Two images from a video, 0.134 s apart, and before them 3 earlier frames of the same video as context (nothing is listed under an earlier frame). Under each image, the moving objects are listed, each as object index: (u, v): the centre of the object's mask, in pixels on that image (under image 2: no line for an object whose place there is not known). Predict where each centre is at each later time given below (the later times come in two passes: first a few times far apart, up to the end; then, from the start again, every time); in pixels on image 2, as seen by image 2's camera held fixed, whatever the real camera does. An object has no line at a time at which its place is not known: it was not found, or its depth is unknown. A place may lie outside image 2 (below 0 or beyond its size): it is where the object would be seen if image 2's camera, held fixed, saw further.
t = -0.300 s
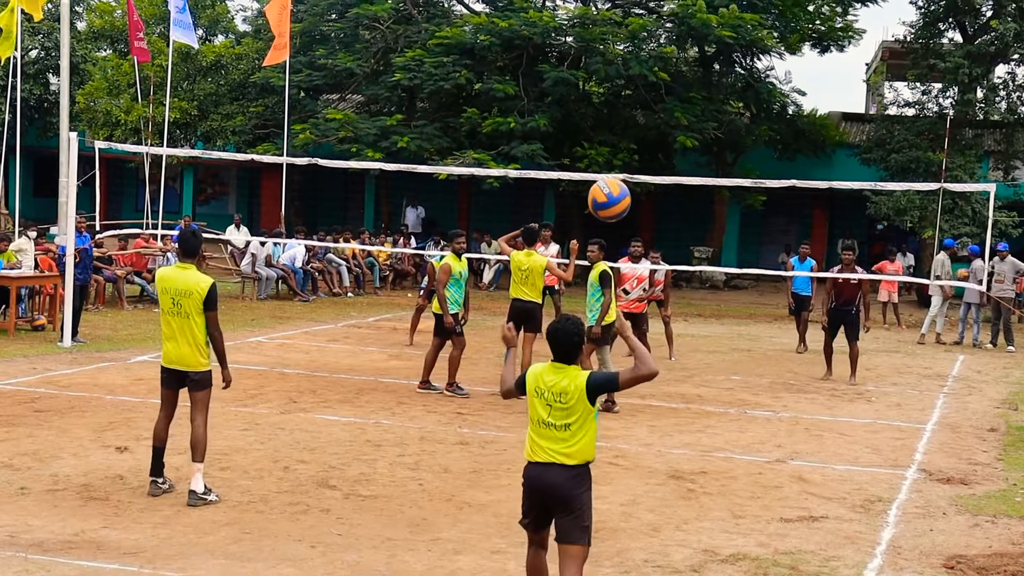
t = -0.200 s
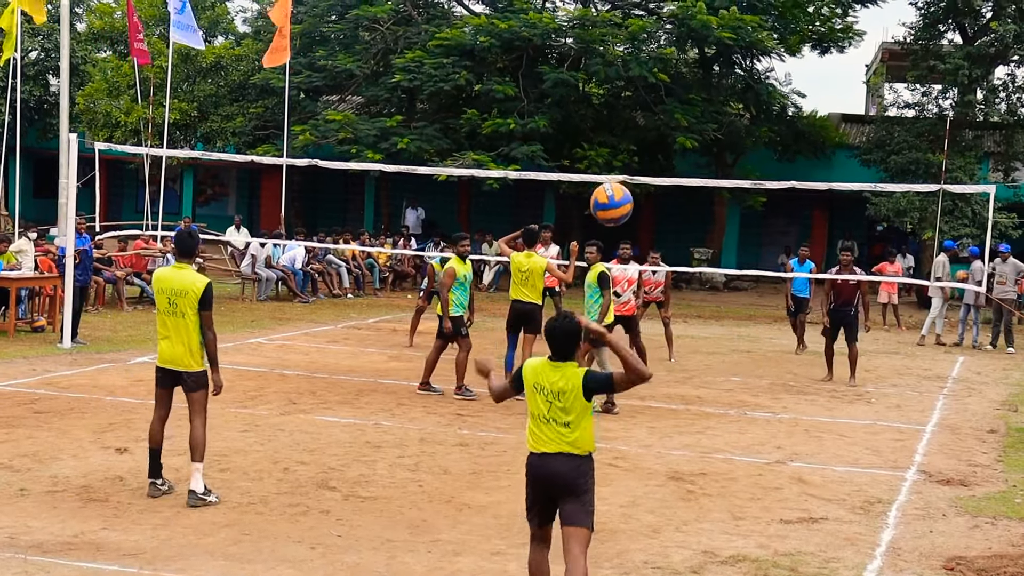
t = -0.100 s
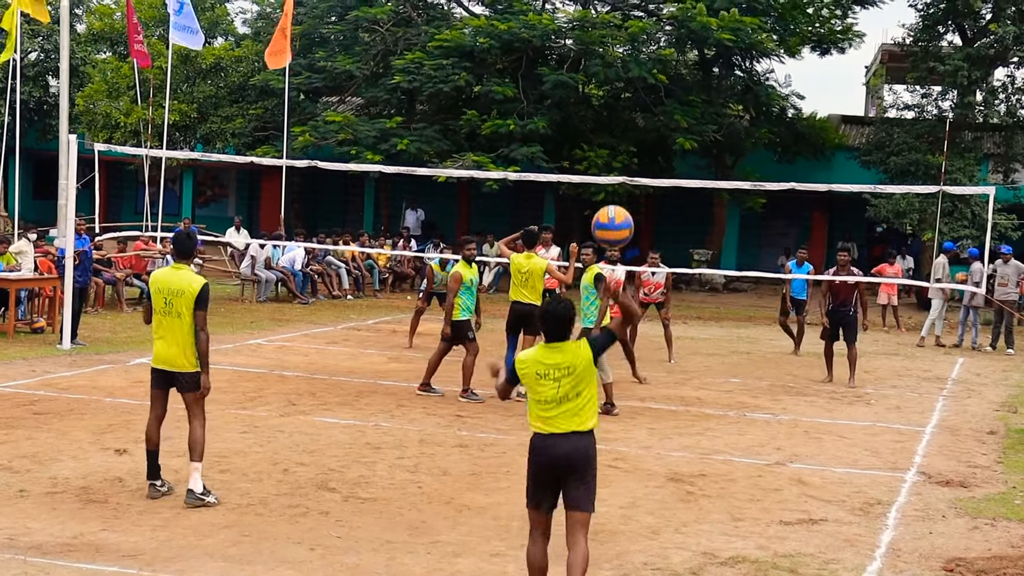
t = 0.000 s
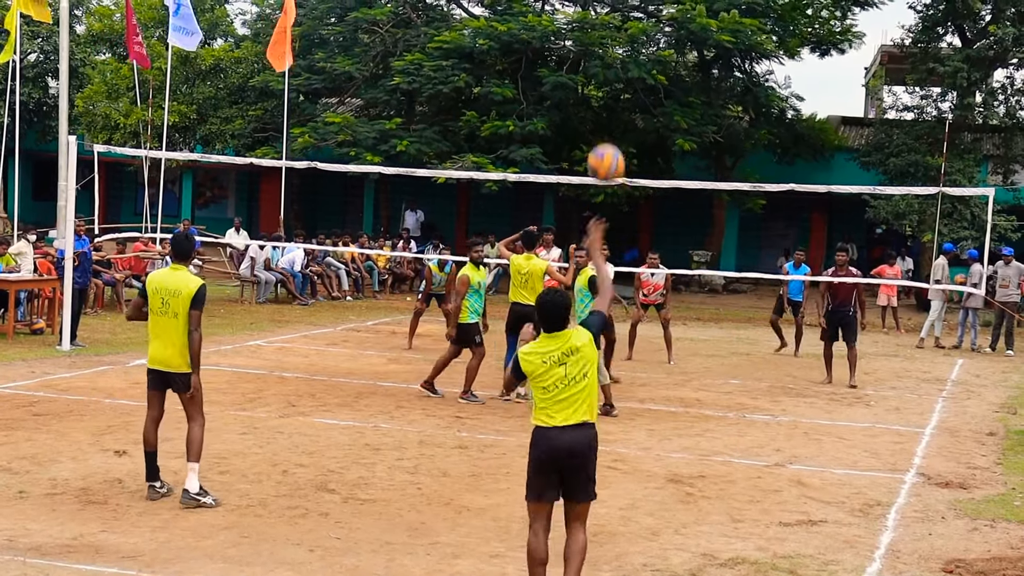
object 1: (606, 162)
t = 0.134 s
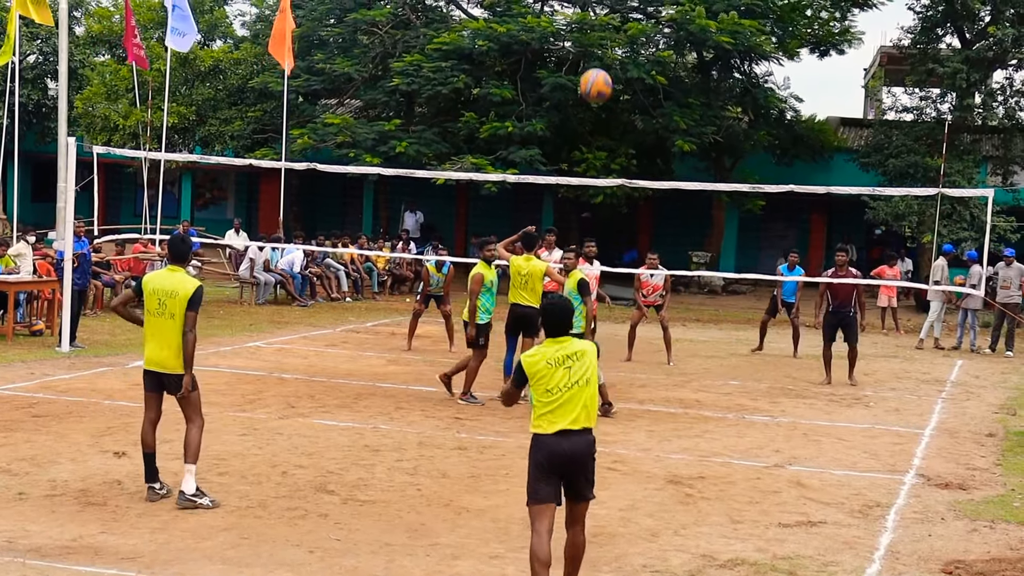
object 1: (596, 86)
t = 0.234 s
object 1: (589, 57)
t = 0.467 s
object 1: (574, 55)
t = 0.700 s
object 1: (558, 108)
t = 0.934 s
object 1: (542, 192)
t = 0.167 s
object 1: (594, 73)
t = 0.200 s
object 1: (592, 64)
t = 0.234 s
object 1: (589, 57)
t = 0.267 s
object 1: (587, 52)
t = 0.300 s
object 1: (585, 49)
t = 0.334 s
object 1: (582, 48)
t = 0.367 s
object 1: (580, 48)
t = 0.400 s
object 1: (578, 49)
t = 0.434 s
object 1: (576, 52)
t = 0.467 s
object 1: (574, 55)
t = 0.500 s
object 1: (572, 60)
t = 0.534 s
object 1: (570, 65)
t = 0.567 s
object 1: (567, 73)
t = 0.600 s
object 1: (565, 82)
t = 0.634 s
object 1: (563, 89)
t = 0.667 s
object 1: (561, 98)
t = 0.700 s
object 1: (558, 108)
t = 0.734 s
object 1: (556, 119)
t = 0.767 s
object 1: (553, 129)
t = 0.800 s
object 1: (551, 141)
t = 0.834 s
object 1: (548, 153)
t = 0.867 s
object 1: (546, 166)
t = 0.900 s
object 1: (545, 173)
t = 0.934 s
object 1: (542, 192)
